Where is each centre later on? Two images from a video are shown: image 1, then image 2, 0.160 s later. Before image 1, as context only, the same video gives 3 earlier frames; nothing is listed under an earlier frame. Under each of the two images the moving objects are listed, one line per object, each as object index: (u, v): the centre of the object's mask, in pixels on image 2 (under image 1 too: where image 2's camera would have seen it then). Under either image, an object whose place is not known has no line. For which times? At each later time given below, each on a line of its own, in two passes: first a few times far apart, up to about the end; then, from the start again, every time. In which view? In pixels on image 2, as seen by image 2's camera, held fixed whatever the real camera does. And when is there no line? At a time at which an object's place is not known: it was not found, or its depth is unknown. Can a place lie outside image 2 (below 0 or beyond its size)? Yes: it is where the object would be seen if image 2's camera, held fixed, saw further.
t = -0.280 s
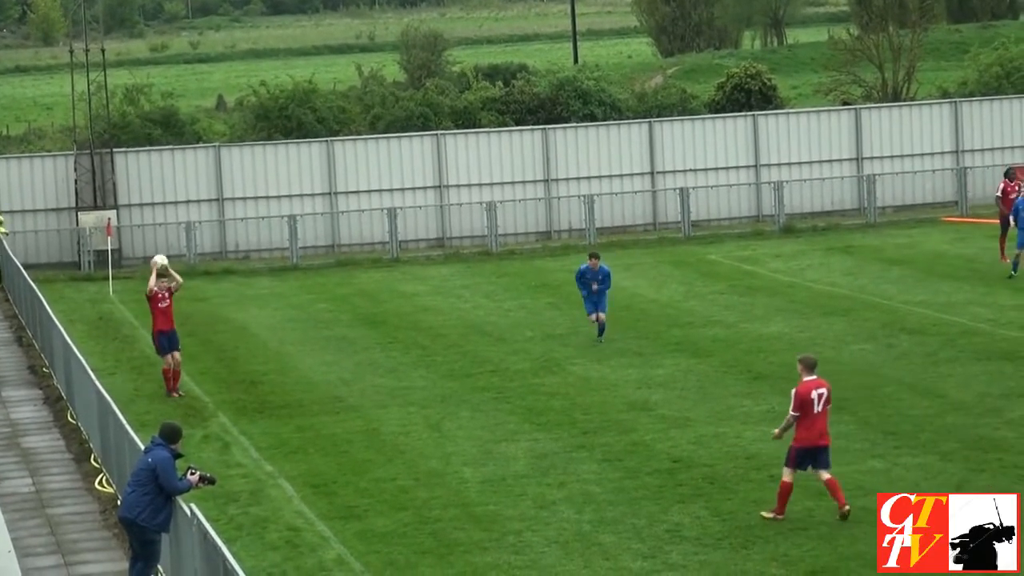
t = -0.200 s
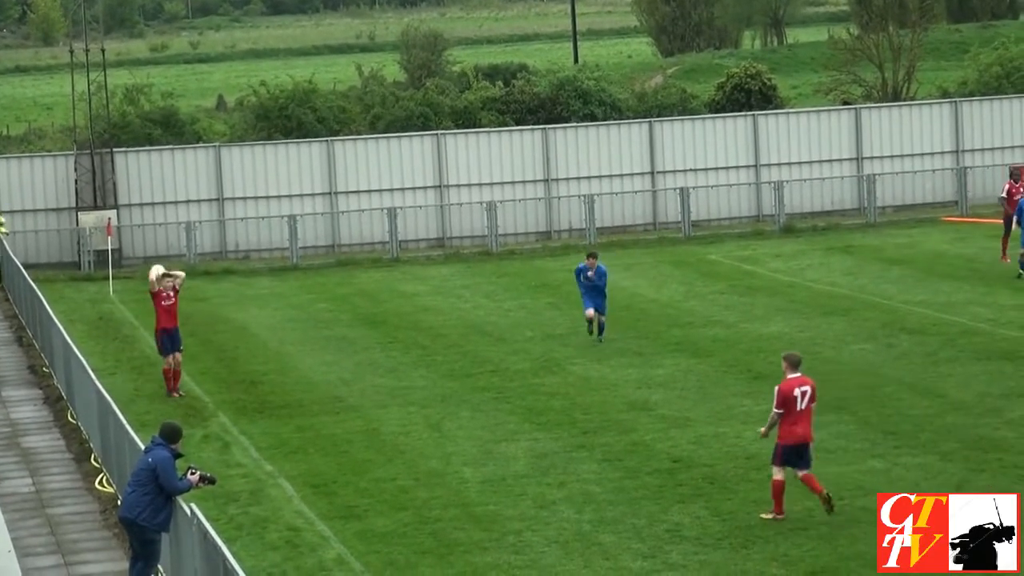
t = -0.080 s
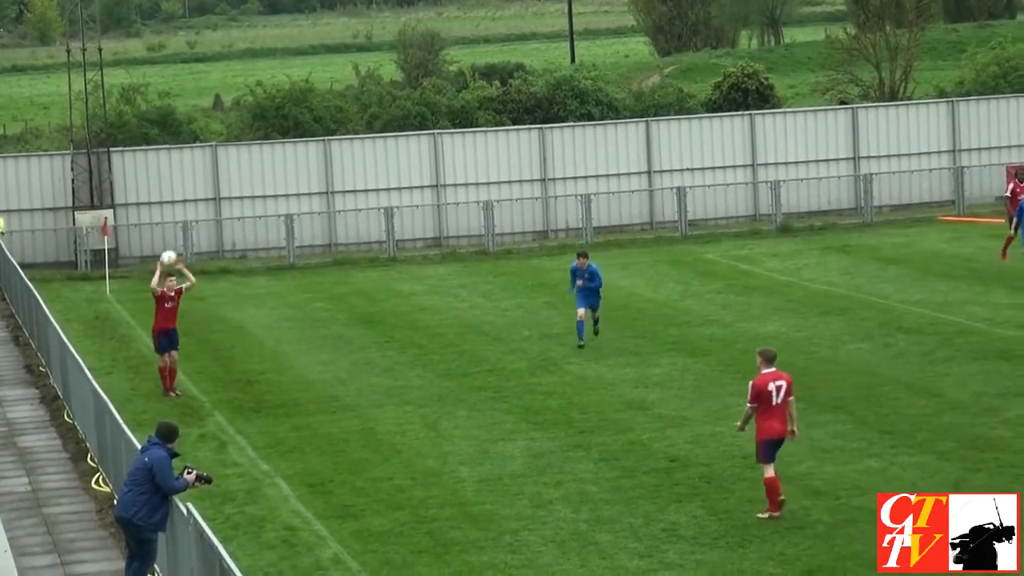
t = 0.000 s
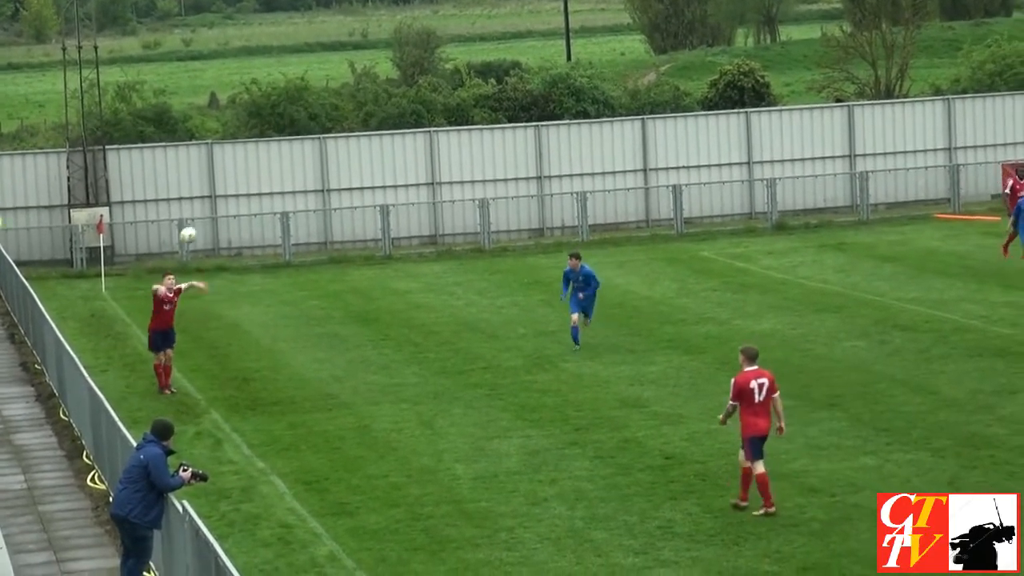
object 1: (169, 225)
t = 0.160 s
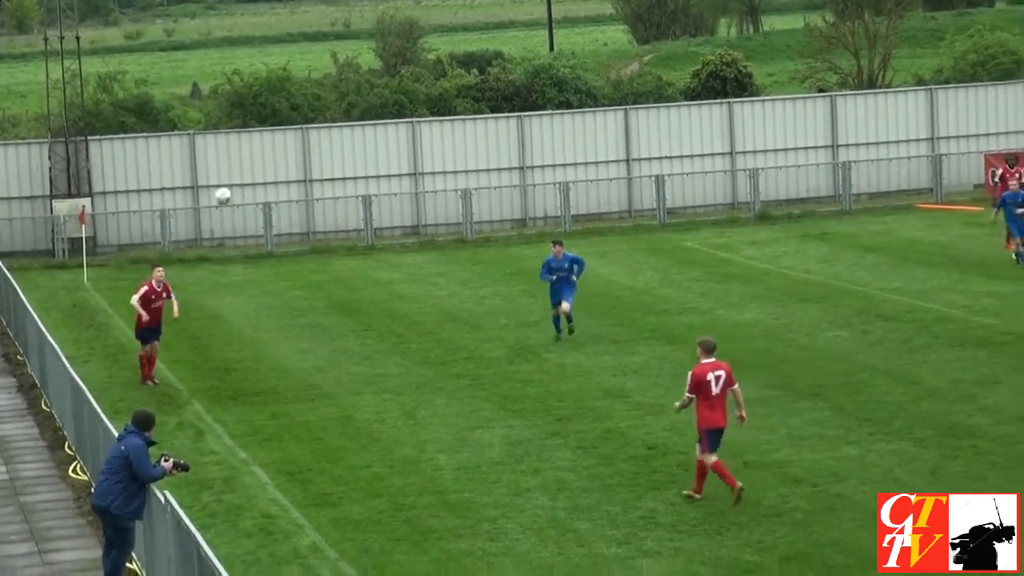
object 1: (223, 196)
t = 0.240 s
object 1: (251, 187)
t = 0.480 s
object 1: (345, 192)
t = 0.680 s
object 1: (432, 227)
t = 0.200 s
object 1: (237, 191)
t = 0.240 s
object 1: (251, 187)
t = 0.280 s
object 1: (266, 185)
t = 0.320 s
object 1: (281, 184)
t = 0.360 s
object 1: (296, 184)
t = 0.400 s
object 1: (312, 186)
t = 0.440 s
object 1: (328, 188)
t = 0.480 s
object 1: (345, 192)
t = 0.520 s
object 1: (362, 196)
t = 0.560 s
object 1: (379, 202)
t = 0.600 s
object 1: (397, 209)
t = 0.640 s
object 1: (414, 217)
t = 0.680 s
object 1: (432, 227)
